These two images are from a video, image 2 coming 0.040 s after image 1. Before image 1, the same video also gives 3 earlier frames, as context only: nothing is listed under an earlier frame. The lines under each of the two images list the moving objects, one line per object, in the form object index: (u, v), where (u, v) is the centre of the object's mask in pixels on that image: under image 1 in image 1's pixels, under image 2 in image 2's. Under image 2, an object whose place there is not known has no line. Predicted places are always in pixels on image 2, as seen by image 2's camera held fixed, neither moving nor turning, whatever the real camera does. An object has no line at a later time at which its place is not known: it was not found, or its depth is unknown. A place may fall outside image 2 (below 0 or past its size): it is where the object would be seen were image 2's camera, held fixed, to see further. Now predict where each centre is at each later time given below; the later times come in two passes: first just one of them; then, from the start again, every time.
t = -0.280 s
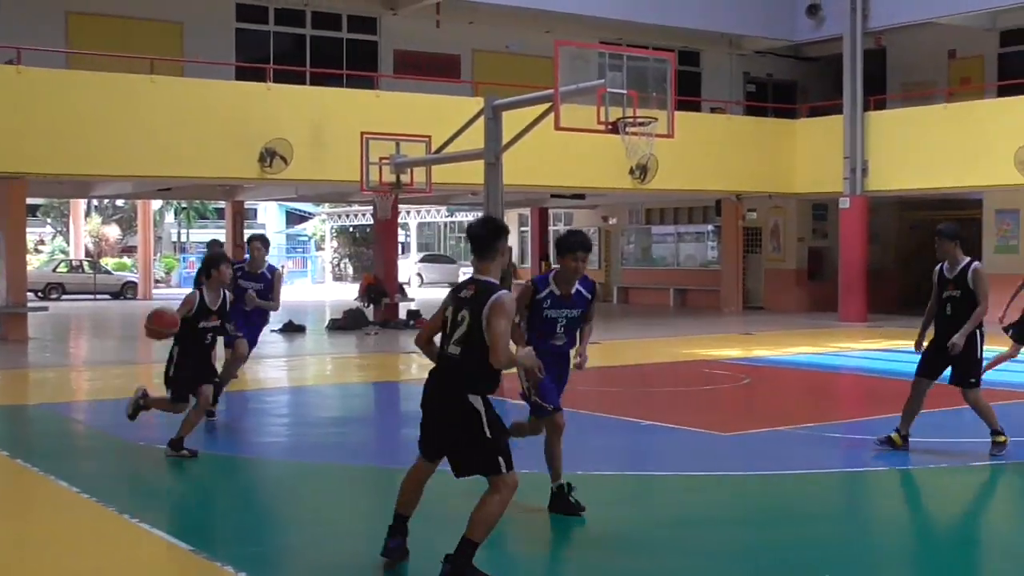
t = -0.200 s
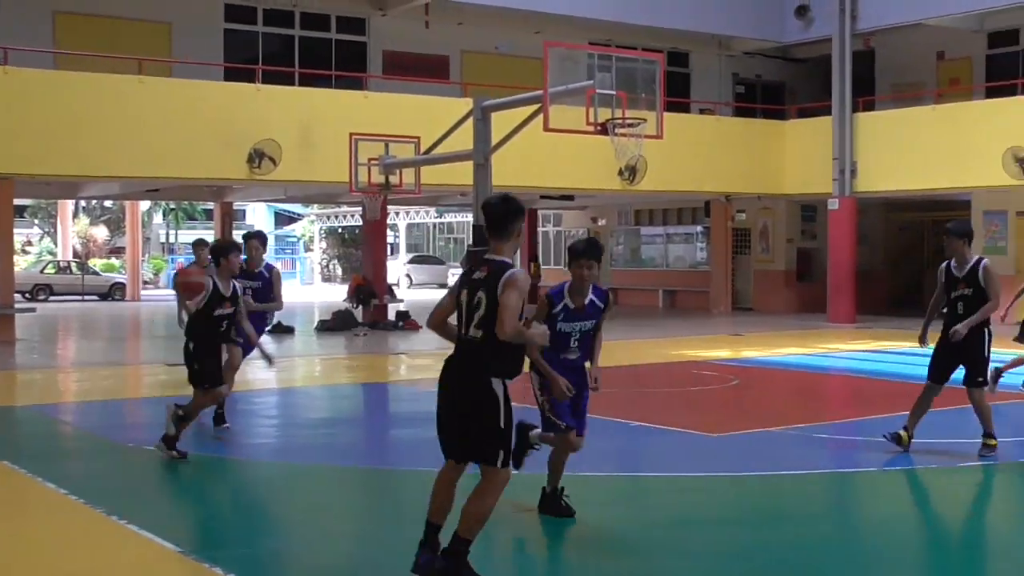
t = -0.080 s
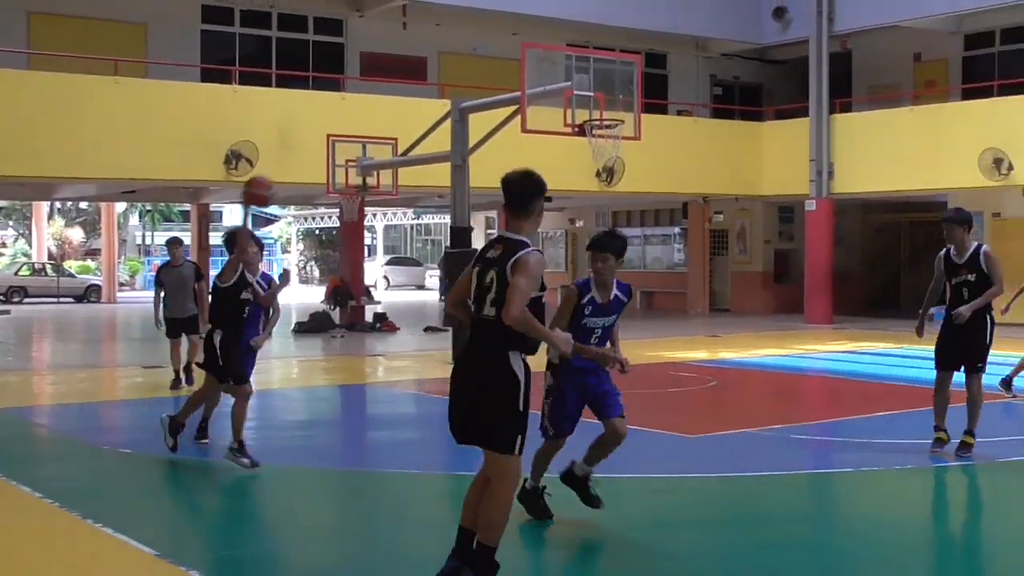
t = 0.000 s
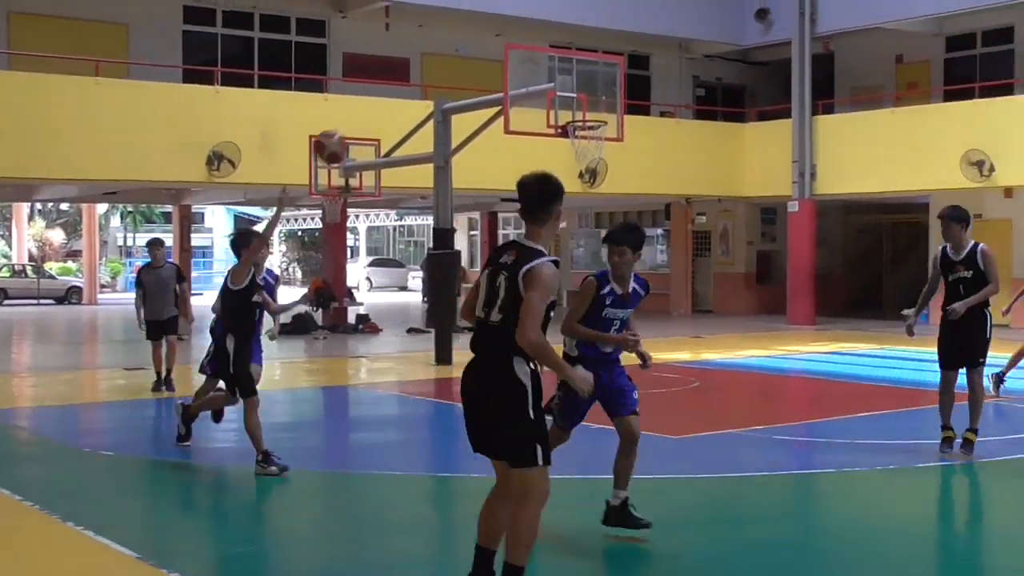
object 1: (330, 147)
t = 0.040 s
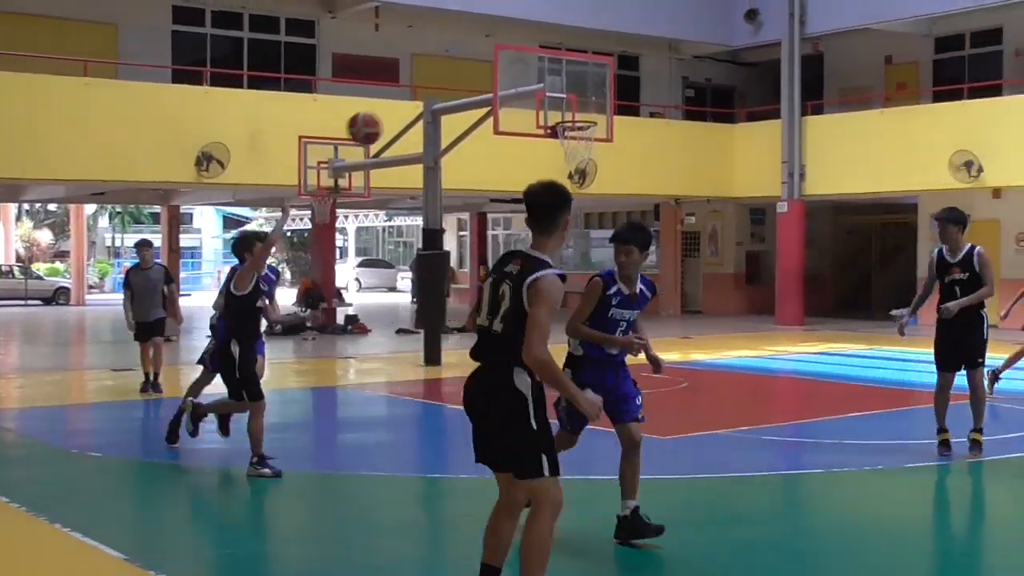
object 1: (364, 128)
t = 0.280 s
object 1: (629, 60)
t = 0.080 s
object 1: (408, 112)
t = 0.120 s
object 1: (453, 95)
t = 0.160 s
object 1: (497, 83)
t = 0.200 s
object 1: (540, 73)
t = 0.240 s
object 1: (585, 64)
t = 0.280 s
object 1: (629, 60)
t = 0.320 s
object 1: (673, 55)
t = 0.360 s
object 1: (718, 53)
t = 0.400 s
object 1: (764, 52)
